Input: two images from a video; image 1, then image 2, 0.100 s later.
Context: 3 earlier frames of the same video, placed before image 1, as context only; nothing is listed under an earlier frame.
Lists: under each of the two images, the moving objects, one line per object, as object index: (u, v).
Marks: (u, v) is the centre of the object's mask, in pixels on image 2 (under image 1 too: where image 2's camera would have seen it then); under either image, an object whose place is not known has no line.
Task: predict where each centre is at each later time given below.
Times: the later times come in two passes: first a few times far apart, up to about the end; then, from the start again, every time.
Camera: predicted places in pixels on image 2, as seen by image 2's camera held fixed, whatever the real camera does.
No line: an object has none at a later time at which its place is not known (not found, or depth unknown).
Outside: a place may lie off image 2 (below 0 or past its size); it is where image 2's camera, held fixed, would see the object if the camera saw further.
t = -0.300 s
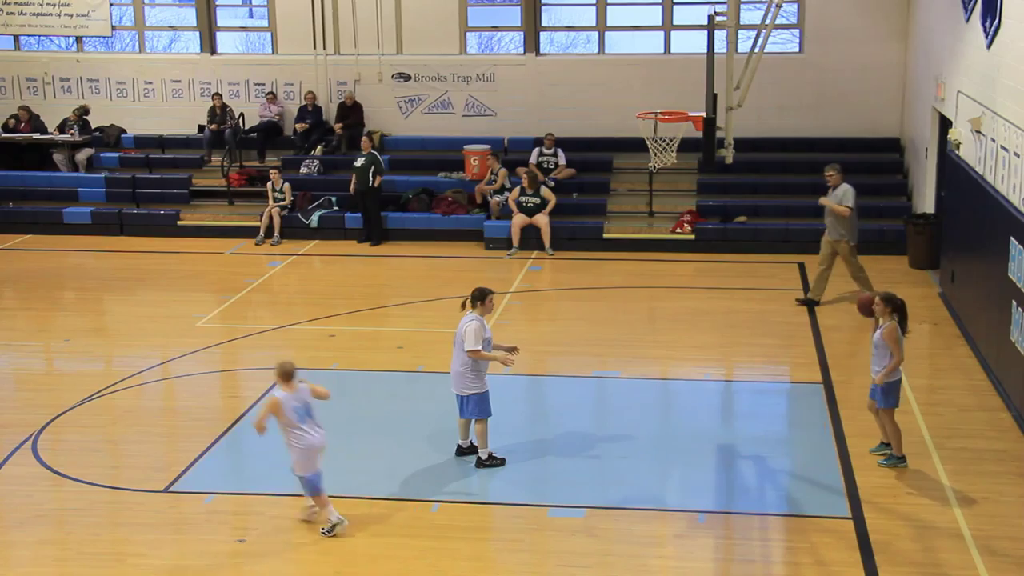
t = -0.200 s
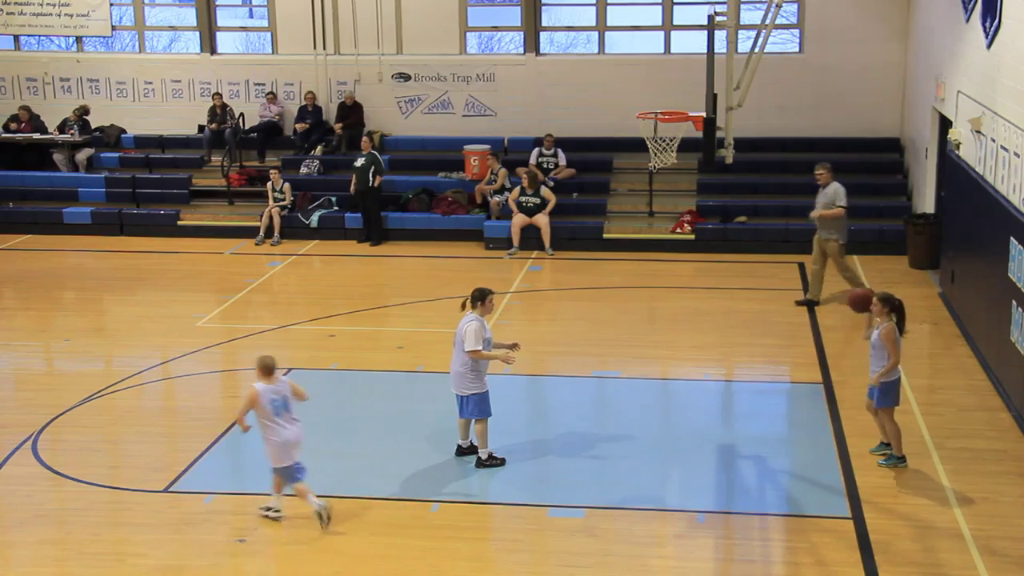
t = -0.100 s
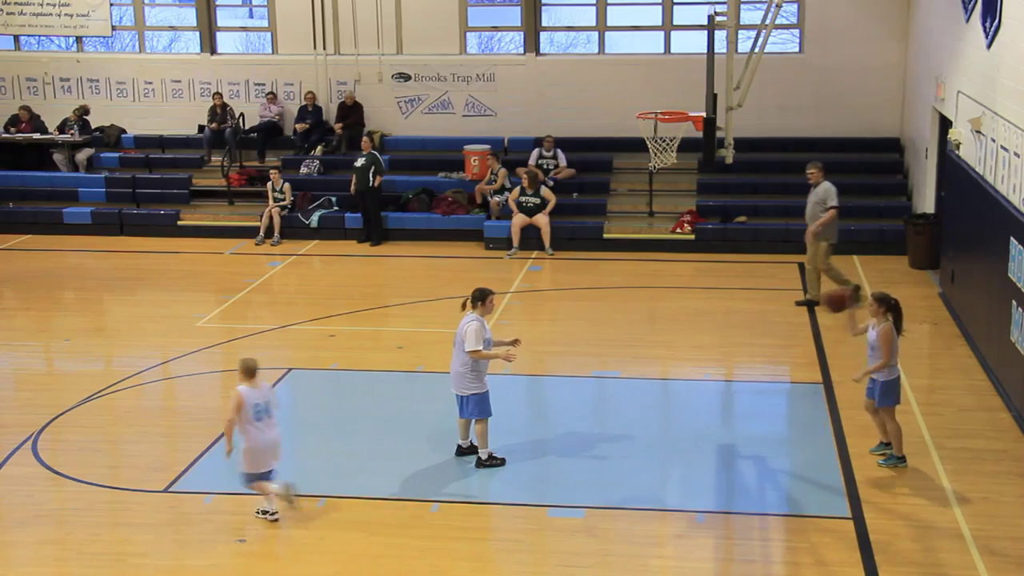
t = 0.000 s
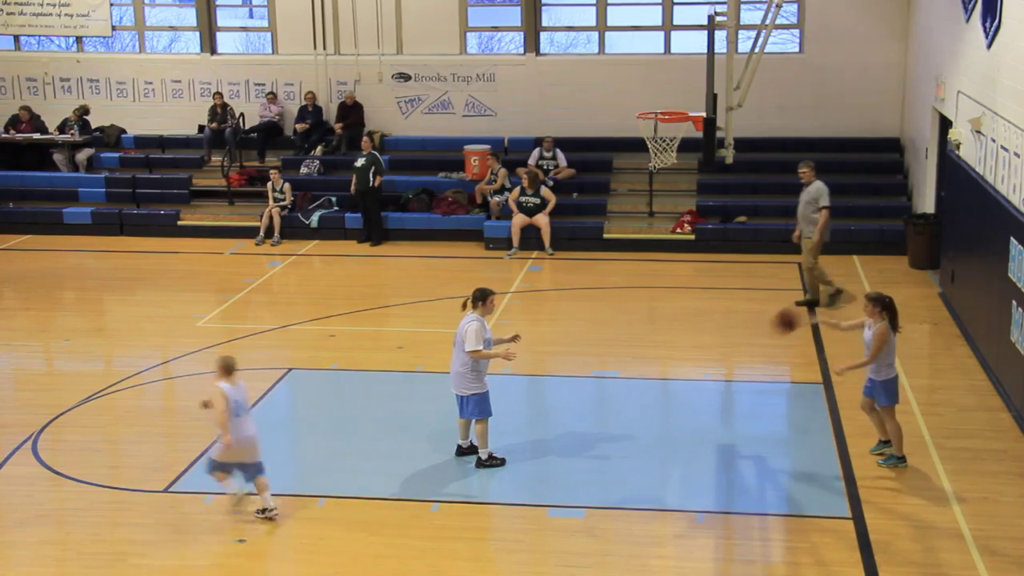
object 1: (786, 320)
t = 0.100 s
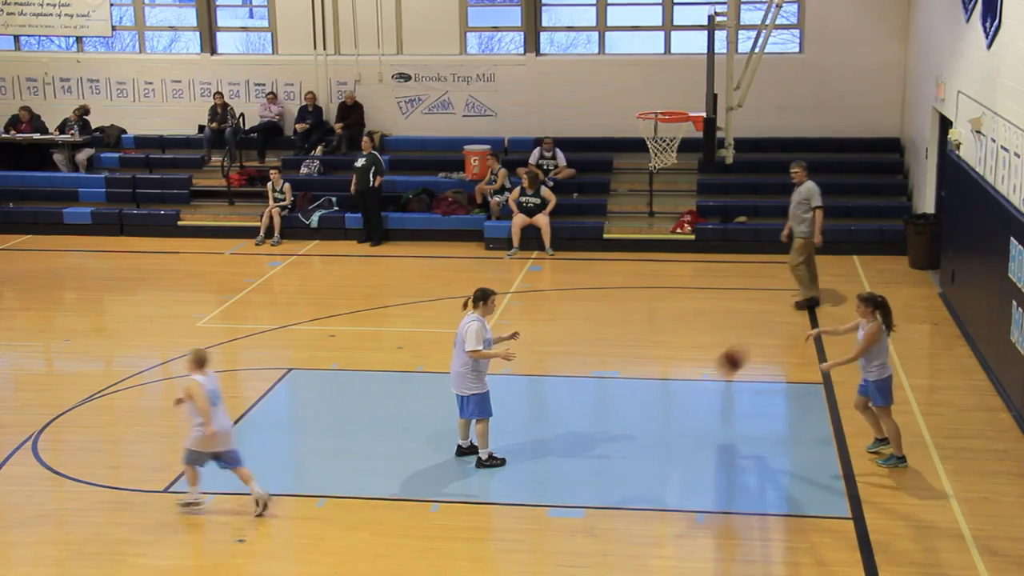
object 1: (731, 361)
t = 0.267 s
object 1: (645, 440)
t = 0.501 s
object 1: (580, 366)
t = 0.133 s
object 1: (713, 376)
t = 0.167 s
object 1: (695, 393)
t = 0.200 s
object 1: (677, 410)
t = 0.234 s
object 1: (661, 429)
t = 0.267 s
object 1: (645, 440)
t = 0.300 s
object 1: (635, 427)
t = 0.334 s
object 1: (626, 414)
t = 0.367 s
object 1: (617, 403)
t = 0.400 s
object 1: (608, 391)
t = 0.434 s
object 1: (599, 382)
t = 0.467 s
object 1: (589, 373)
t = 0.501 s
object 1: (580, 366)
